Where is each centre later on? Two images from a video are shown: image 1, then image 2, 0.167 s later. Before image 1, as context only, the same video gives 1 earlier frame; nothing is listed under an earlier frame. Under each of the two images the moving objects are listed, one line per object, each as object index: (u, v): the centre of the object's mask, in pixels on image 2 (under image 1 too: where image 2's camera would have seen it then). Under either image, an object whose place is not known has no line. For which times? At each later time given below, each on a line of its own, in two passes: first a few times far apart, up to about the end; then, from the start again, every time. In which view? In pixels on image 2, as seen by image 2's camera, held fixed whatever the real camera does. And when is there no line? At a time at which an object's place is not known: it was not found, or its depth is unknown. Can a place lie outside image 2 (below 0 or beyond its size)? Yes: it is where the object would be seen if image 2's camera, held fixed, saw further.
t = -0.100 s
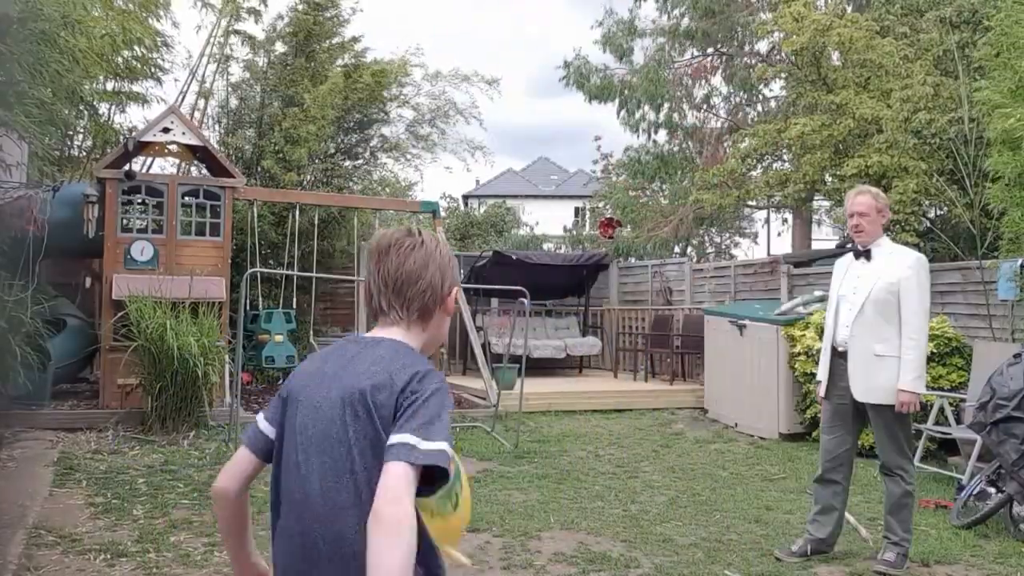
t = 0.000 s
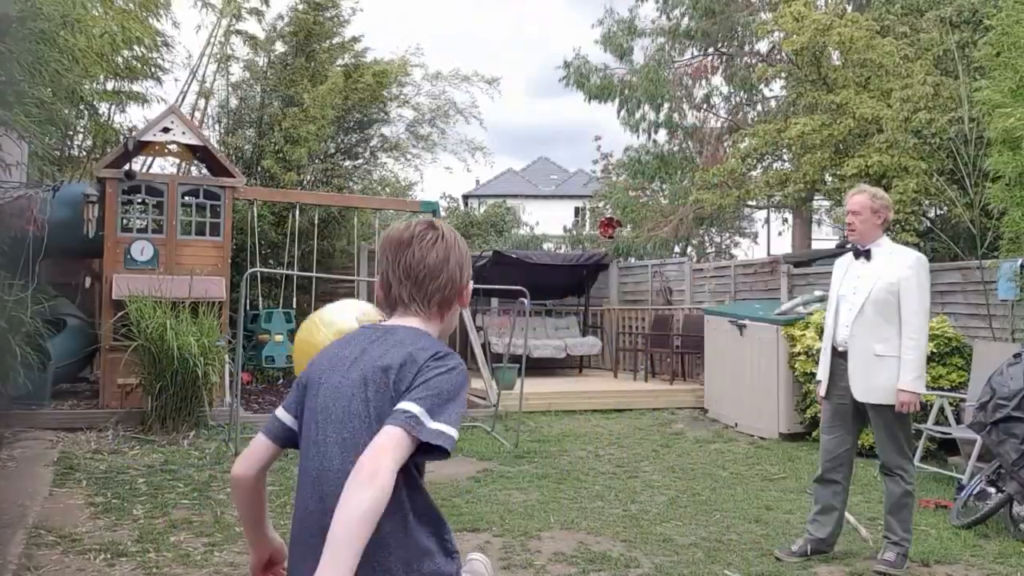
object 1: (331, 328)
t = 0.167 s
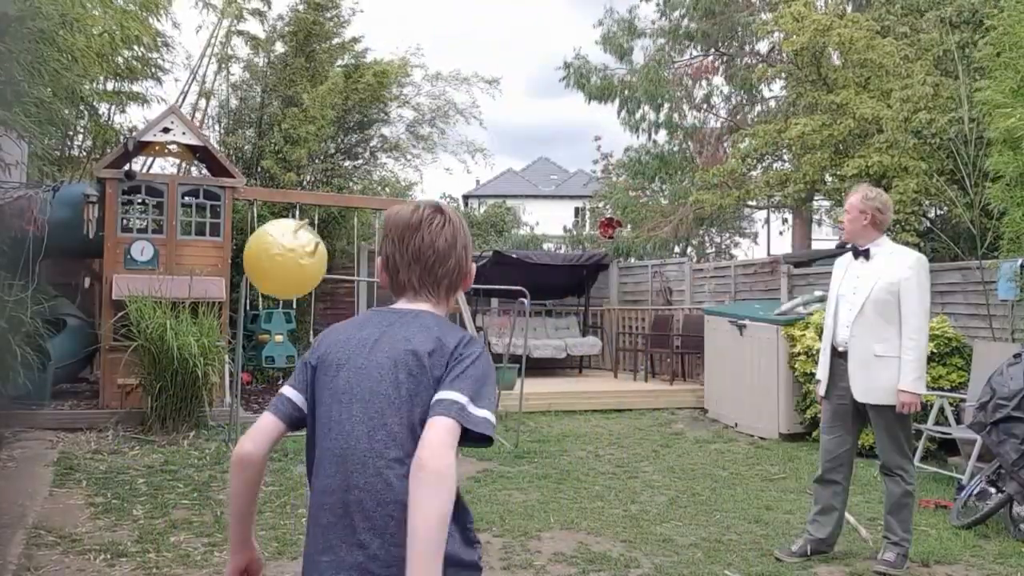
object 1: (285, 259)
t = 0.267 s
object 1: (258, 245)
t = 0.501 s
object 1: (212, 272)
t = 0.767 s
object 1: (181, 347)
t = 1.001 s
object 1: (189, 335)
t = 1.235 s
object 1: (210, 320)
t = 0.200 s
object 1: (275, 252)
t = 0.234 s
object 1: (266, 248)
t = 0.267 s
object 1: (258, 245)
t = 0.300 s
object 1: (251, 244)
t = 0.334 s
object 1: (243, 245)
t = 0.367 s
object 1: (237, 248)
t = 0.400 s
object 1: (230, 252)
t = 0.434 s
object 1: (223, 258)
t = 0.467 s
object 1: (218, 265)
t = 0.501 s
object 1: (212, 272)
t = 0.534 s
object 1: (207, 281)
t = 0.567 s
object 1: (203, 291)
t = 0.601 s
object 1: (198, 301)
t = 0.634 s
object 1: (193, 311)
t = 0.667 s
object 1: (189, 323)
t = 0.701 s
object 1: (185, 336)
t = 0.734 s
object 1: (182, 345)
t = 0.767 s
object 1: (181, 347)
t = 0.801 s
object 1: (181, 346)
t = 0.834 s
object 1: (181, 344)
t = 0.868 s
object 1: (182, 343)
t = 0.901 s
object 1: (183, 342)
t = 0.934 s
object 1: (185, 340)
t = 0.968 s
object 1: (187, 338)
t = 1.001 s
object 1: (189, 335)
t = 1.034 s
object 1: (191, 332)
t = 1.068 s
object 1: (194, 329)
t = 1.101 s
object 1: (198, 326)
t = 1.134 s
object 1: (201, 323)
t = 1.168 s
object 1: (205, 322)
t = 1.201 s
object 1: (207, 321)
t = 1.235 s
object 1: (210, 320)
